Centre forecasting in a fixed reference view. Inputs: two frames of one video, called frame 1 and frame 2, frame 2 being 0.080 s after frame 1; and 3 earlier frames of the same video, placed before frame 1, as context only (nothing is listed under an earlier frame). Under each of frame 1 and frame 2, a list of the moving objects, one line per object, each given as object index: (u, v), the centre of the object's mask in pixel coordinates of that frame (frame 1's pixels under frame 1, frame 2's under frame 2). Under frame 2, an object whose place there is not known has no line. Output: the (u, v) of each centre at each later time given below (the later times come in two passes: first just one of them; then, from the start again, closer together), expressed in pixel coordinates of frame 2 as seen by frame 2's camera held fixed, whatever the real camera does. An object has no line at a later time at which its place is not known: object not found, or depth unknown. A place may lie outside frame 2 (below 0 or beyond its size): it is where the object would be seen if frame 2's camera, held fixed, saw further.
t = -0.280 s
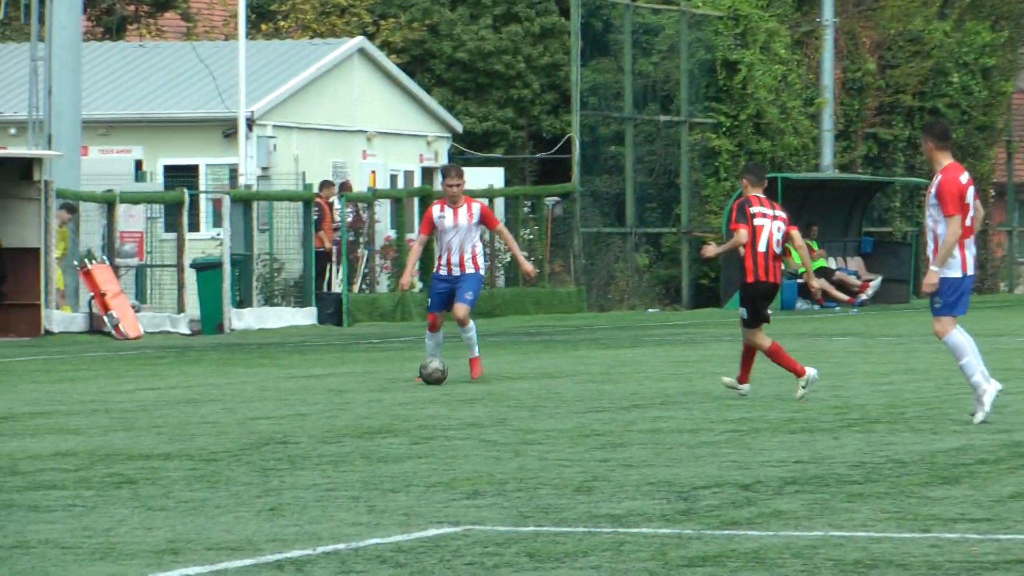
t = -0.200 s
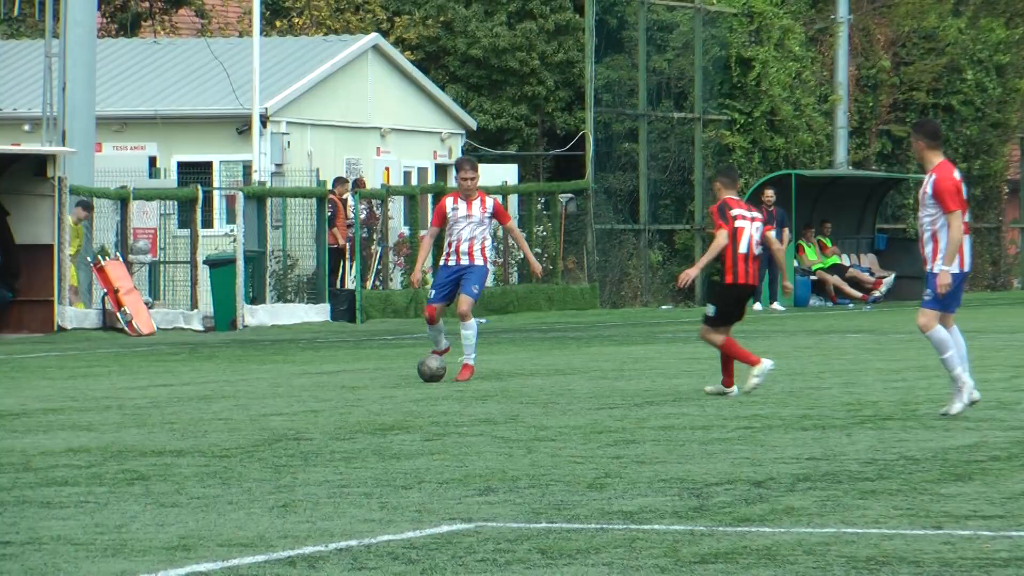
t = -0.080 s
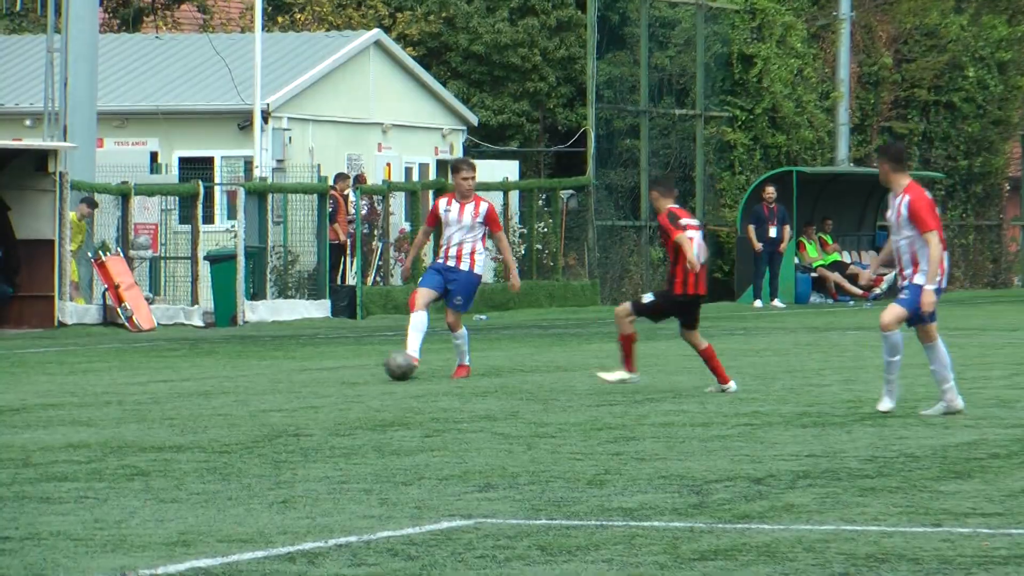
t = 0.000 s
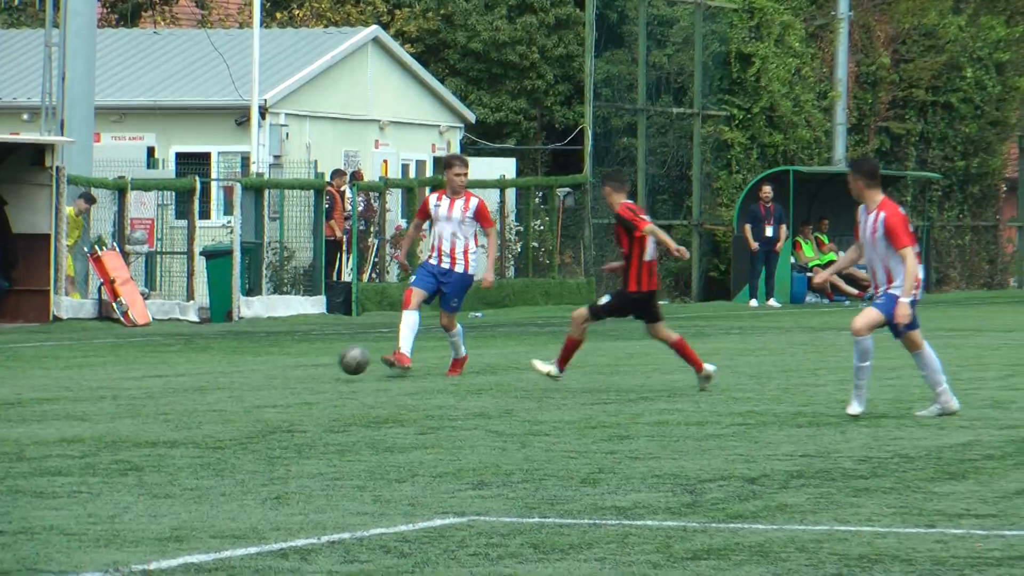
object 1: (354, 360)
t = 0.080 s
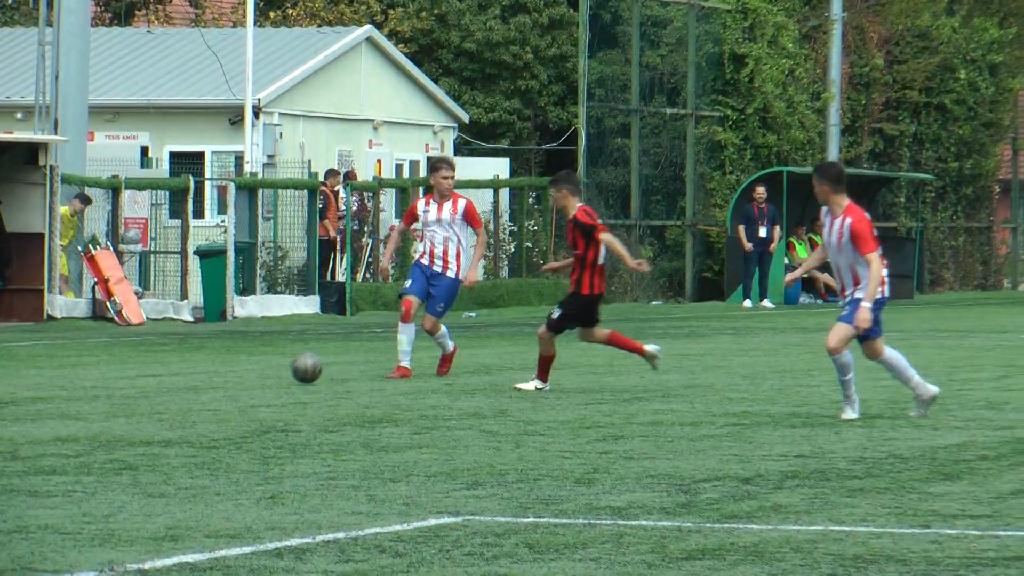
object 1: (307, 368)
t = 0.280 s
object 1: (215, 373)
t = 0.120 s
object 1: (288, 372)
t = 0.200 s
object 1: (251, 366)
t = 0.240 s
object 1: (233, 368)
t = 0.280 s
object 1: (215, 373)
